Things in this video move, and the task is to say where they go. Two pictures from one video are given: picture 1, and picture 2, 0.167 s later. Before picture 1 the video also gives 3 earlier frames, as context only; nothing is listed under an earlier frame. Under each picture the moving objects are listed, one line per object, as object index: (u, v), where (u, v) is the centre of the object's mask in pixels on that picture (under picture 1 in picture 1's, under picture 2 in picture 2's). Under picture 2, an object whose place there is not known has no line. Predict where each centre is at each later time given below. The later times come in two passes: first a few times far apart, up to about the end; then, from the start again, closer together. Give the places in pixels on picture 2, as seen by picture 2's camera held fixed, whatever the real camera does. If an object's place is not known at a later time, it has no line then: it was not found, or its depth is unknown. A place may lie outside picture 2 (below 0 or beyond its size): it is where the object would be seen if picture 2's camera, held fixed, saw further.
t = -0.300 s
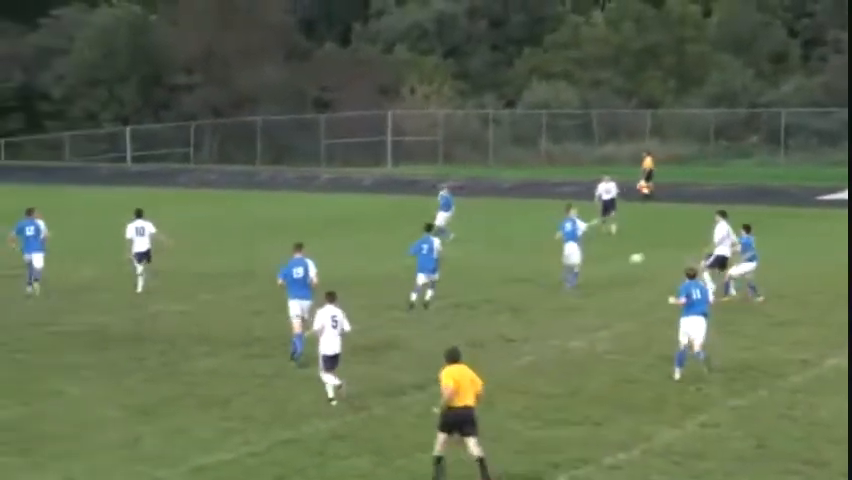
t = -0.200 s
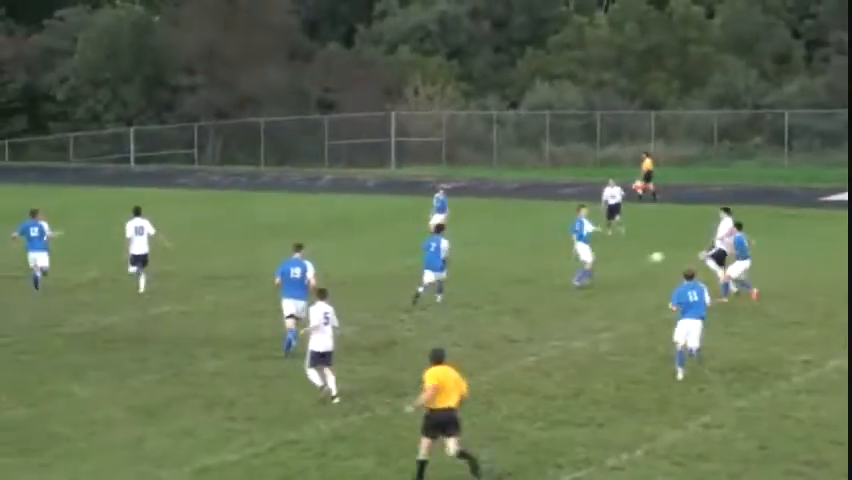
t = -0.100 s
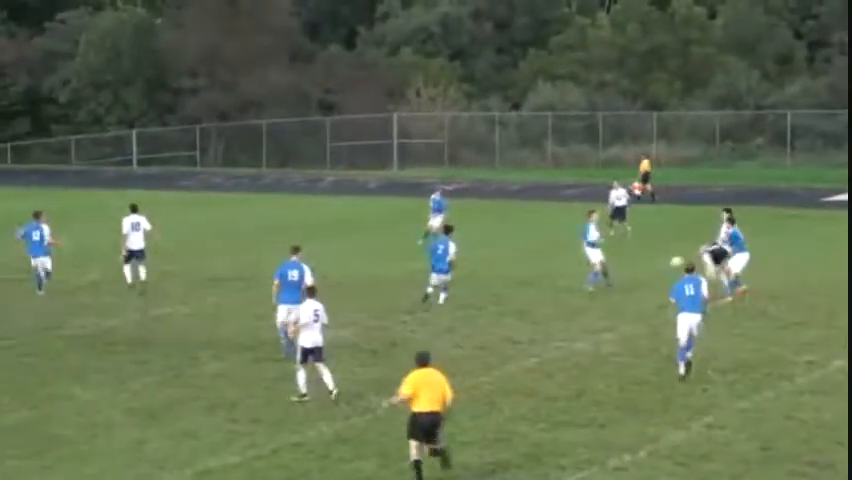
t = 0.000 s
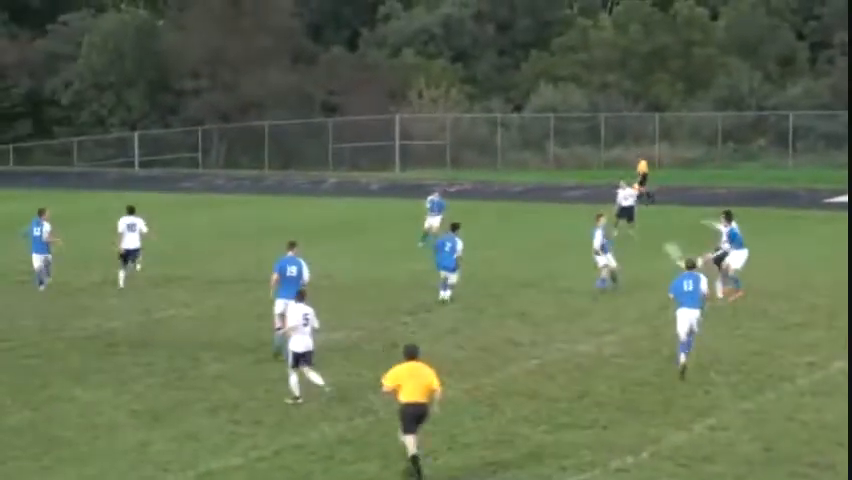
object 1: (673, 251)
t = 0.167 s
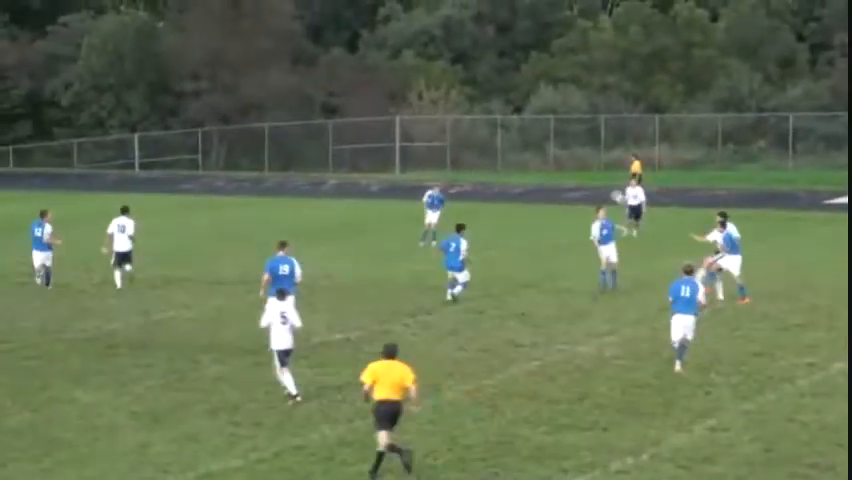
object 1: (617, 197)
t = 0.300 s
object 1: (576, 165)
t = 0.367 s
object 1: (556, 152)
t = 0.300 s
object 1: (576, 165)
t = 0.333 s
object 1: (566, 158)
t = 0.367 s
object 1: (556, 152)
